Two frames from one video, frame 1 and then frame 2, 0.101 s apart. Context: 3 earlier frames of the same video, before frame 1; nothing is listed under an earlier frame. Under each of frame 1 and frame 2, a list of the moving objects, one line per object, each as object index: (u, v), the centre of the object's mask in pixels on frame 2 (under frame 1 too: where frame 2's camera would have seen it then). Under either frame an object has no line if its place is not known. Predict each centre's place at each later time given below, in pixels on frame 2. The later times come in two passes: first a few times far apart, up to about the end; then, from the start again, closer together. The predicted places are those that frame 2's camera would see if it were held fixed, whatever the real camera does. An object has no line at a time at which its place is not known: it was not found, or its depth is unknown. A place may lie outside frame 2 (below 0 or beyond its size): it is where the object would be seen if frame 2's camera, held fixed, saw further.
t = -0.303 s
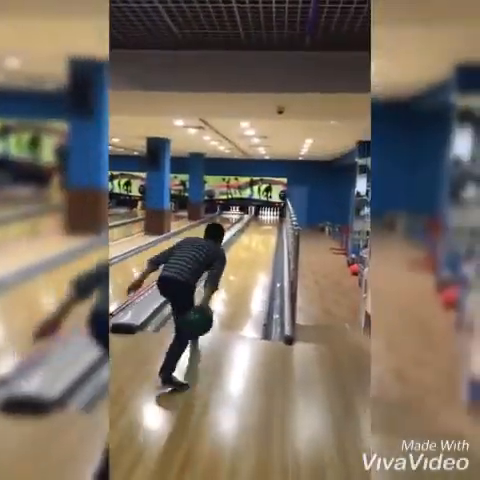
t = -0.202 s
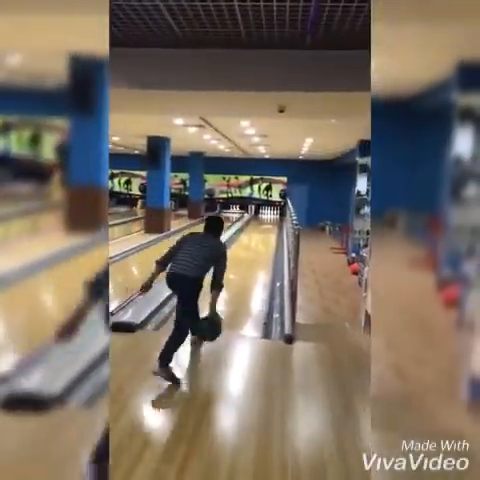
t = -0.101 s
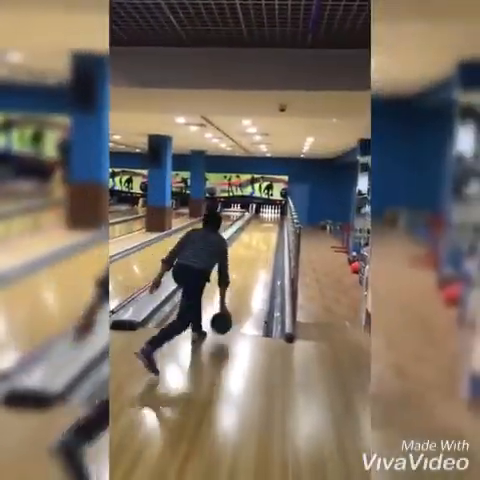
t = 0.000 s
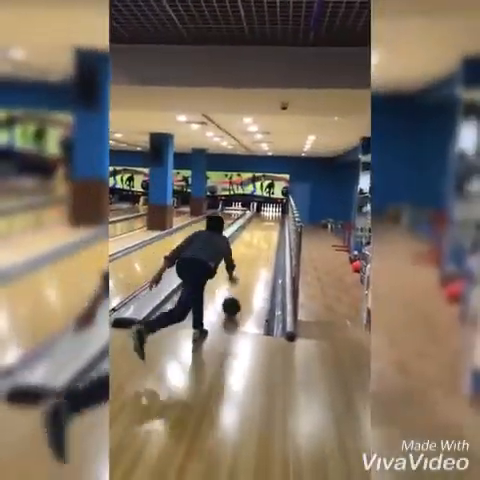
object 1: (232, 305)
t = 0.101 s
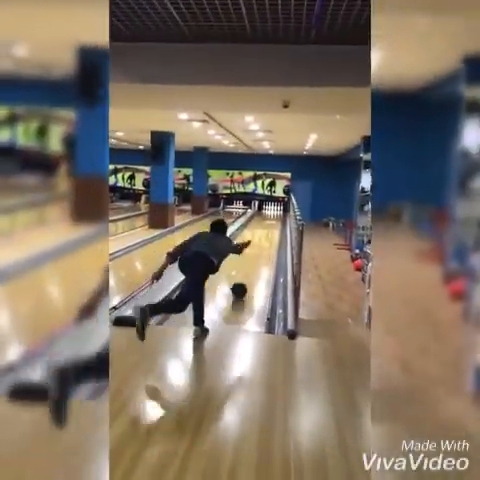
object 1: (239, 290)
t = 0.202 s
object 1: (243, 279)
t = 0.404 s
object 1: (251, 261)
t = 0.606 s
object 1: (256, 249)
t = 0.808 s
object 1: (260, 239)
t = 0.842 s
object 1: (260, 238)
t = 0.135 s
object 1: (240, 286)
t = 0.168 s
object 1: (242, 283)
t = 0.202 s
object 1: (243, 279)
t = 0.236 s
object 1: (245, 275)
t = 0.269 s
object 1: (246, 272)
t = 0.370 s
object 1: (250, 264)
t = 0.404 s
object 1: (251, 261)
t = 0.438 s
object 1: (252, 259)
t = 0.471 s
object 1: (253, 257)
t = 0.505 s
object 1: (254, 255)
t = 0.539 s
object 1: (255, 253)
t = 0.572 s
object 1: (255, 251)
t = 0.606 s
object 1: (256, 249)
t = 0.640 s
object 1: (257, 248)
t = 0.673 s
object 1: (257, 246)
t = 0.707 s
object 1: (259, 243)
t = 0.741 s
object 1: (259, 242)
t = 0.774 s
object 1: (259, 240)
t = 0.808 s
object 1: (260, 239)
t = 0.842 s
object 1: (260, 238)
